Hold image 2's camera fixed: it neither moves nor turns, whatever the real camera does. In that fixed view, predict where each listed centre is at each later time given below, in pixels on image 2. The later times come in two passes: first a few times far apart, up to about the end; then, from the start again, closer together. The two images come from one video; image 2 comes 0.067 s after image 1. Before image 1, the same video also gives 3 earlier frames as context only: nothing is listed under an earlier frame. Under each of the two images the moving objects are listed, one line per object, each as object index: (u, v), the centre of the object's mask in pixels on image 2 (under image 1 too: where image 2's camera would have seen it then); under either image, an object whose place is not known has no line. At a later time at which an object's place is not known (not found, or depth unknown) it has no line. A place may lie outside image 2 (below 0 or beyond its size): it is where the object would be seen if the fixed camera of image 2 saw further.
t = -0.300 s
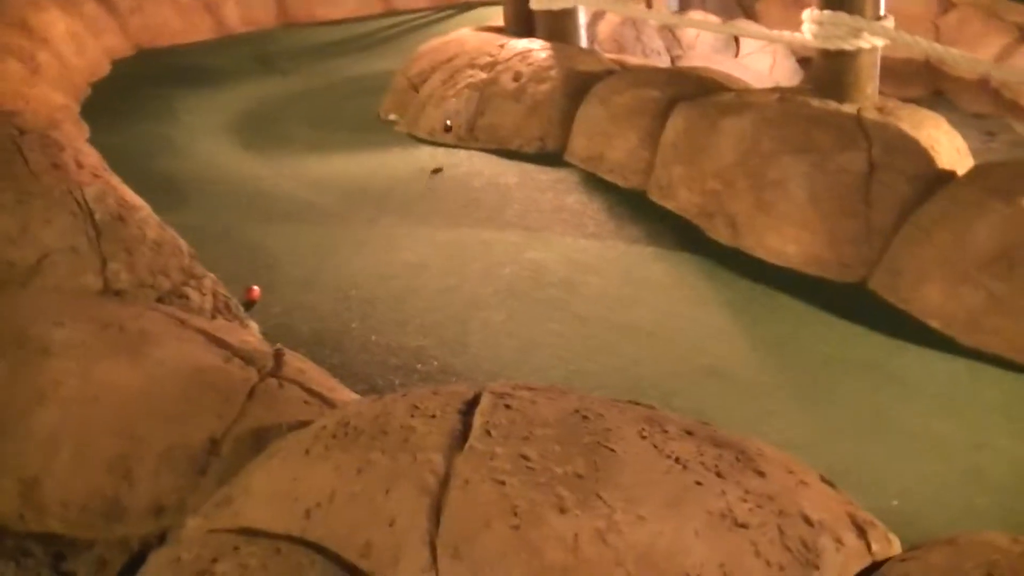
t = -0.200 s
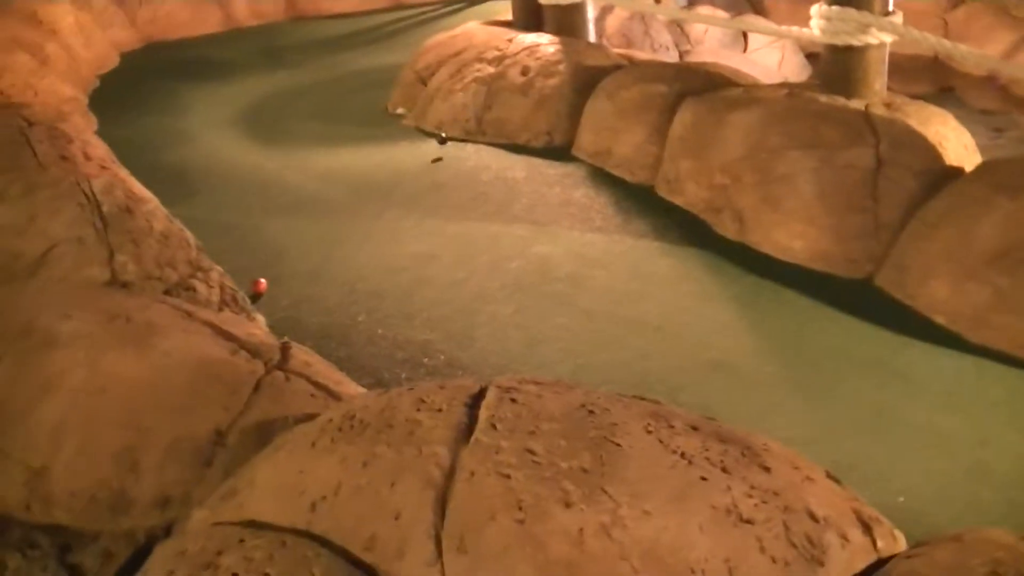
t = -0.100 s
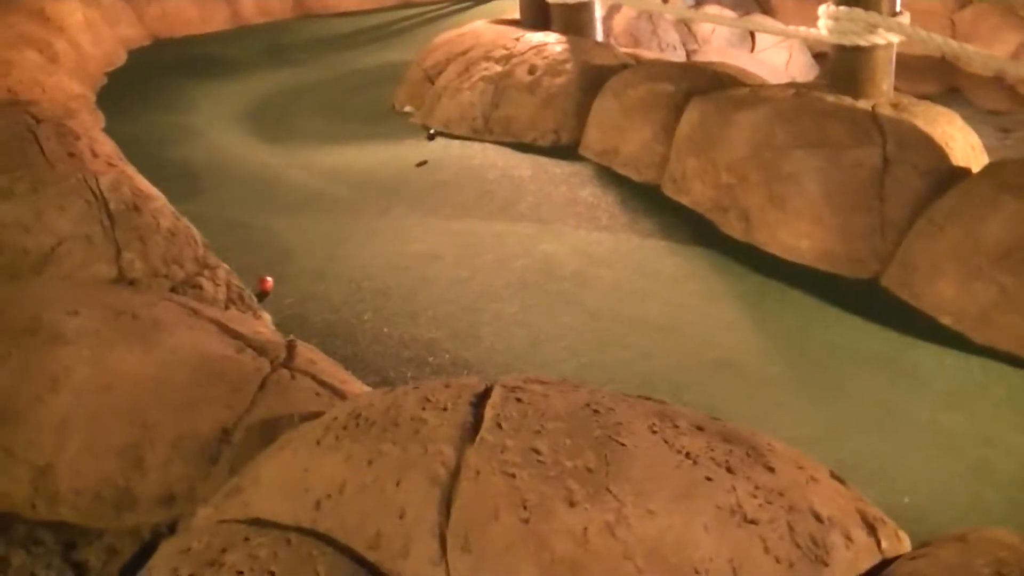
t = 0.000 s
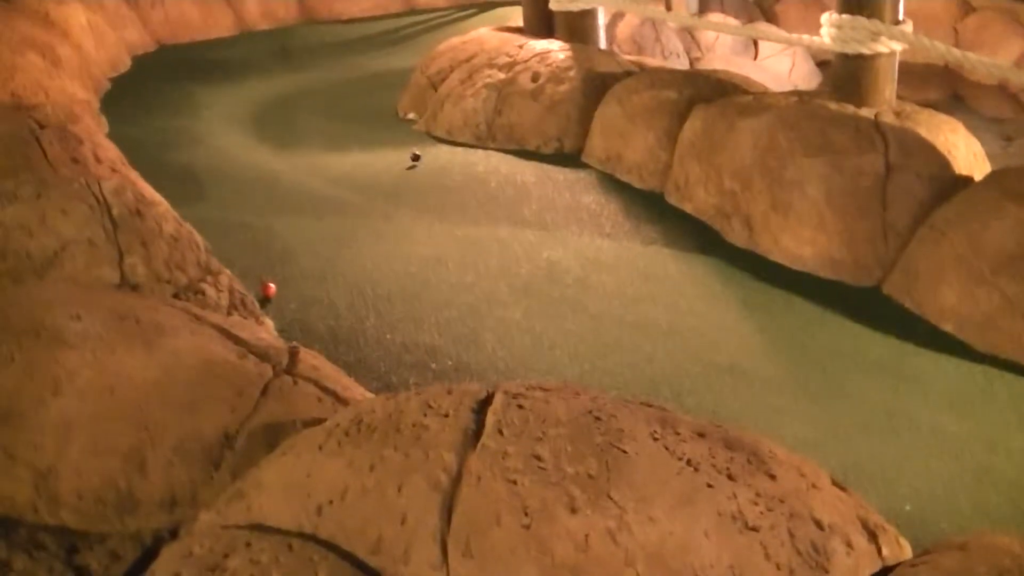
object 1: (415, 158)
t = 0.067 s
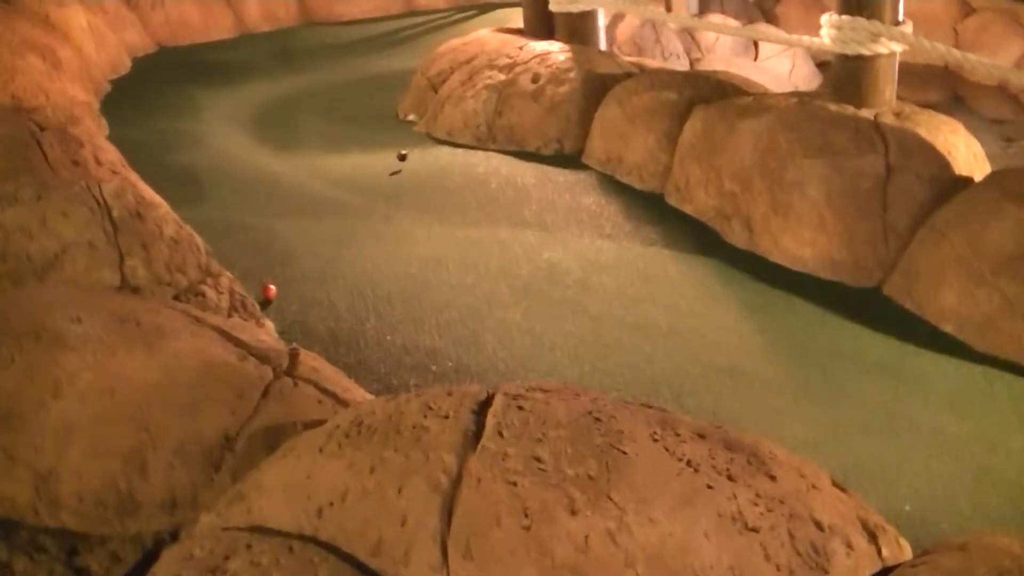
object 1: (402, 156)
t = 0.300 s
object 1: (349, 170)
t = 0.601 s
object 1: (276, 174)
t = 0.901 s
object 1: (228, 168)
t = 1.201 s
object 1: (207, 158)
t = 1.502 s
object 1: (207, 148)
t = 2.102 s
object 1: (247, 131)
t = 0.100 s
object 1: (394, 160)
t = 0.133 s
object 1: (388, 164)
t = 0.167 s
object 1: (380, 164)
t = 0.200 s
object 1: (373, 166)
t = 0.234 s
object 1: (365, 168)
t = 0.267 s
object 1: (356, 168)
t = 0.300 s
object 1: (349, 170)
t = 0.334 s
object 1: (341, 171)
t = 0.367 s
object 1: (333, 172)
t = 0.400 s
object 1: (324, 174)
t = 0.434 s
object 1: (316, 175)
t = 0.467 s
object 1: (307, 175)
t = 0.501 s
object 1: (299, 175)
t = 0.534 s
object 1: (291, 175)
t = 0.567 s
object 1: (283, 175)
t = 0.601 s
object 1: (276, 174)
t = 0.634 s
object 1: (269, 174)
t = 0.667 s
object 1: (264, 173)
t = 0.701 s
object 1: (258, 172)
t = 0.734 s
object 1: (252, 171)
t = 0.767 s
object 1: (246, 171)
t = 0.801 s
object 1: (242, 170)
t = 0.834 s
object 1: (237, 169)
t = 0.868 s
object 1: (233, 169)
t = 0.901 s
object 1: (228, 168)
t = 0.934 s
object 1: (225, 167)
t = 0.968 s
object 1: (221, 166)
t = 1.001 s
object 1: (219, 165)
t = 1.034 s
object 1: (216, 164)
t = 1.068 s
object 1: (213, 163)
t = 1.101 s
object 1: (211, 162)
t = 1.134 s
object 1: (209, 161)
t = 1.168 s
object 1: (208, 160)
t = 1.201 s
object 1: (207, 158)
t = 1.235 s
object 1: (205, 157)
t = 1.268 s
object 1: (204, 156)
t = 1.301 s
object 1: (204, 155)
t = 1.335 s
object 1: (204, 154)
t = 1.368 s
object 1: (204, 152)
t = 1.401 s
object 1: (205, 151)
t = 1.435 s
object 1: (205, 150)
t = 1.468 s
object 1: (206, 149)
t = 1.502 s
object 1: (207, 148)
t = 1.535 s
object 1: (208, 147)
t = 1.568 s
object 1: (209, 146)
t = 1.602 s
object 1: (211, 144)
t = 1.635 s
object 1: (211, 144)
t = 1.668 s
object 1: (212, 143)
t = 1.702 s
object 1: (214, 142)
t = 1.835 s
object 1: (223, 139)
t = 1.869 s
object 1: (226, 138)
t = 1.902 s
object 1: (229, 136)
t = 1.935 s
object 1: (232, 136)
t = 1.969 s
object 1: (235, 134)
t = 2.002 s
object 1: (238, 133)
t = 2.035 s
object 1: (241, 133)
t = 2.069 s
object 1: (244, 132)
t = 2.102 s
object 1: (247, 131)
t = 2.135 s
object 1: (250, 130)
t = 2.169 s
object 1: (253, 130)
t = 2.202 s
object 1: (255, 129)
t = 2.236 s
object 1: (257, 128)
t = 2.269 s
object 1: (260, 126)
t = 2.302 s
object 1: (263, 124)
